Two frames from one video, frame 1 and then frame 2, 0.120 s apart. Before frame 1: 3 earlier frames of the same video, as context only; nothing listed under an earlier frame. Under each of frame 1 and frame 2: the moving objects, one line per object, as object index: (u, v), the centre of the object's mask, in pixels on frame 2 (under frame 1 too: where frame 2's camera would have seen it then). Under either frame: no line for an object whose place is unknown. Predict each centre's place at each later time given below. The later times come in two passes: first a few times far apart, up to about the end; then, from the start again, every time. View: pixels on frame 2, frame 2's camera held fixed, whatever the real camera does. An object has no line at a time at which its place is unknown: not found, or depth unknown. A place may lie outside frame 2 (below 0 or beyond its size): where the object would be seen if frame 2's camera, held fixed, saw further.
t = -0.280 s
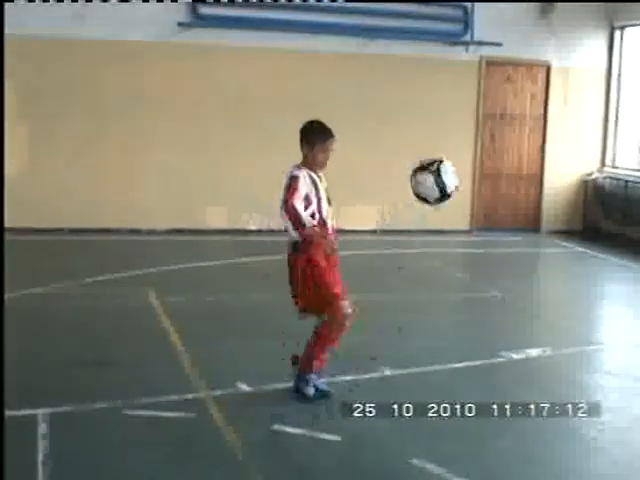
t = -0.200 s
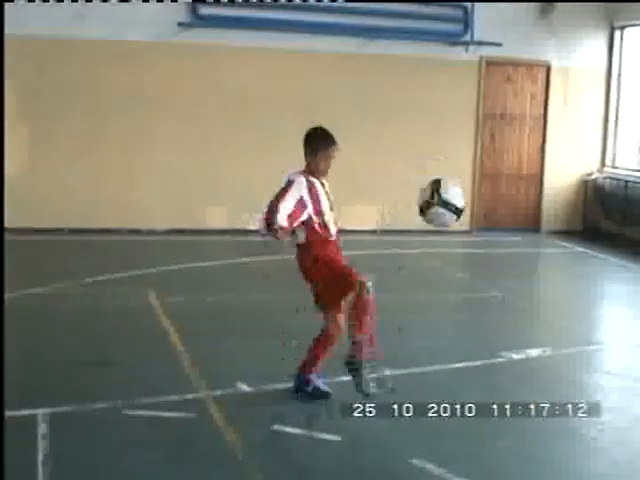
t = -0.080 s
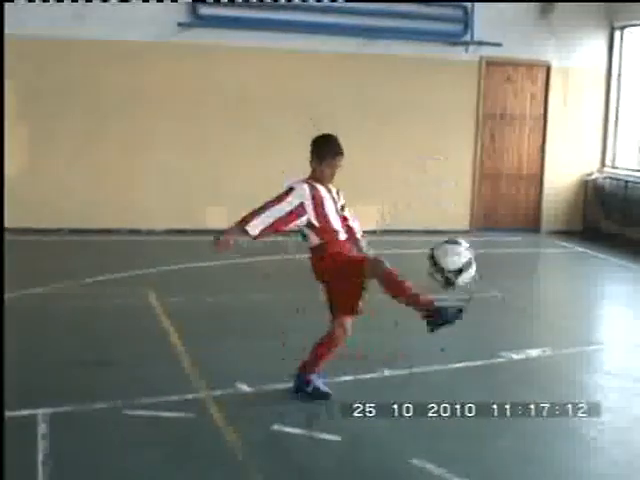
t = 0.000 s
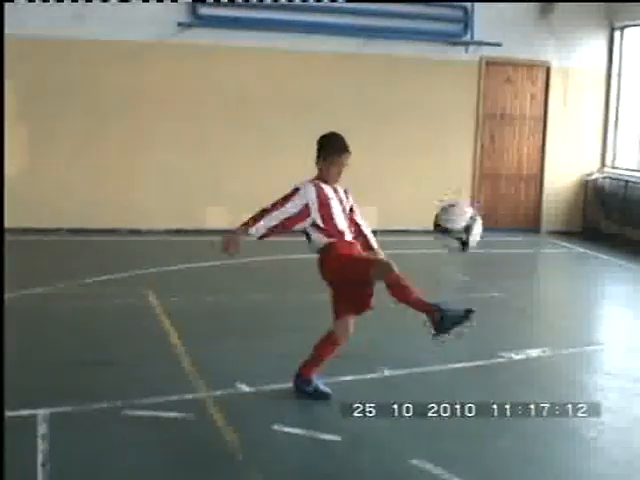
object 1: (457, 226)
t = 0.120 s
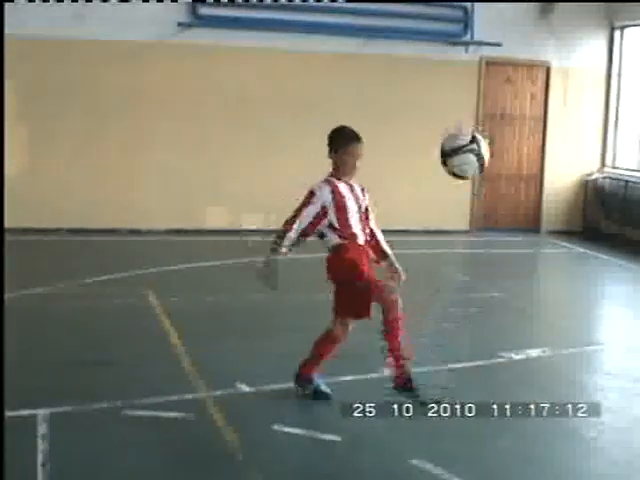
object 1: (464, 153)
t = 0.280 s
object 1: (471, 109)
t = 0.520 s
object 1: (471, 149)
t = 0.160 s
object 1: (466, 136)
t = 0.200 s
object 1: (468, 123)
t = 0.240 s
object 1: (469, 114)
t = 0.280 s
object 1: (471, 109)
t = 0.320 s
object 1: (472, 107)
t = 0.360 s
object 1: (472, 108)
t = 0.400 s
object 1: (472, 114)
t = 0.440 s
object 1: (471, 122)
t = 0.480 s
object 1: (470, 134)
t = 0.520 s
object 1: (471, 149)
